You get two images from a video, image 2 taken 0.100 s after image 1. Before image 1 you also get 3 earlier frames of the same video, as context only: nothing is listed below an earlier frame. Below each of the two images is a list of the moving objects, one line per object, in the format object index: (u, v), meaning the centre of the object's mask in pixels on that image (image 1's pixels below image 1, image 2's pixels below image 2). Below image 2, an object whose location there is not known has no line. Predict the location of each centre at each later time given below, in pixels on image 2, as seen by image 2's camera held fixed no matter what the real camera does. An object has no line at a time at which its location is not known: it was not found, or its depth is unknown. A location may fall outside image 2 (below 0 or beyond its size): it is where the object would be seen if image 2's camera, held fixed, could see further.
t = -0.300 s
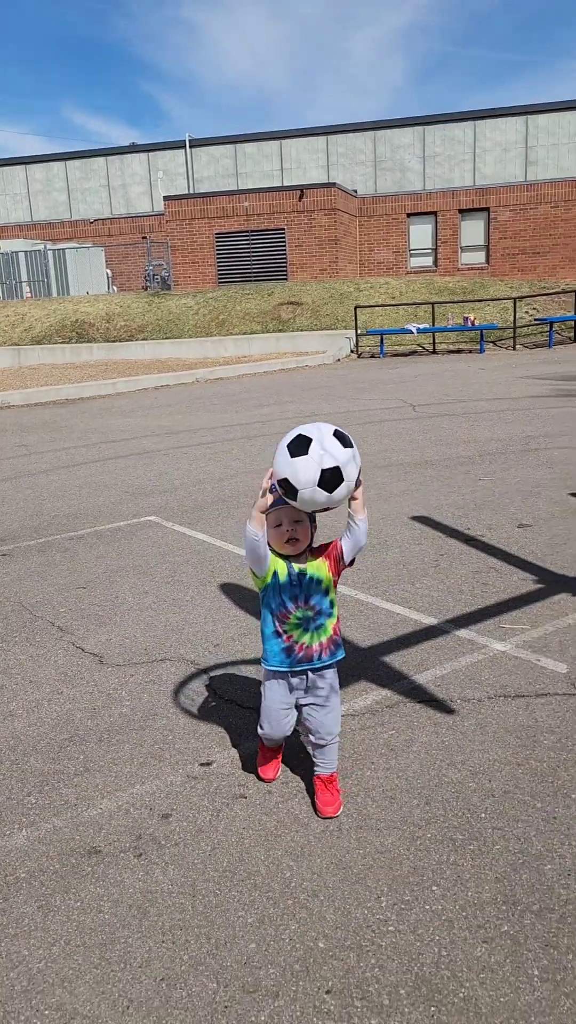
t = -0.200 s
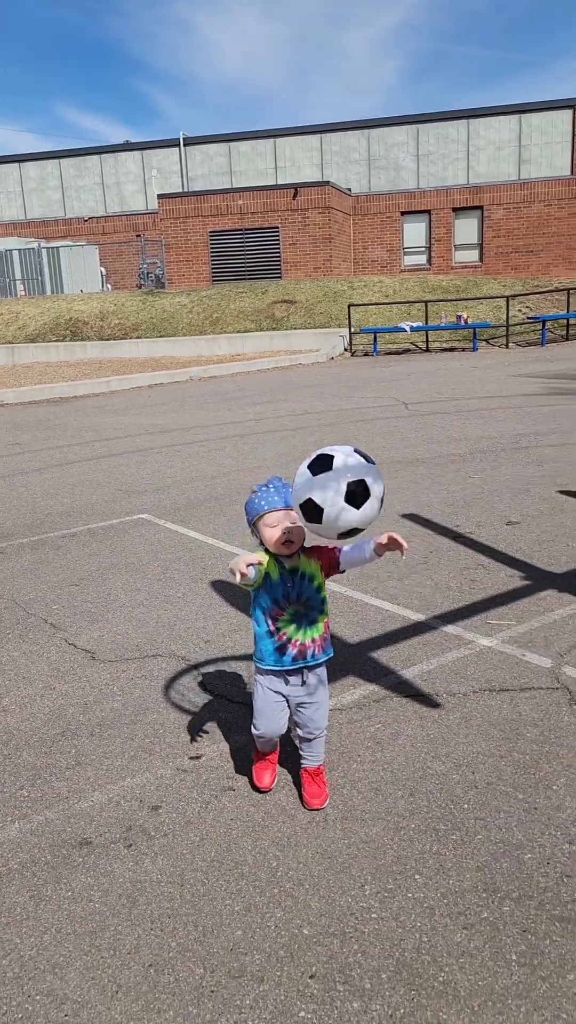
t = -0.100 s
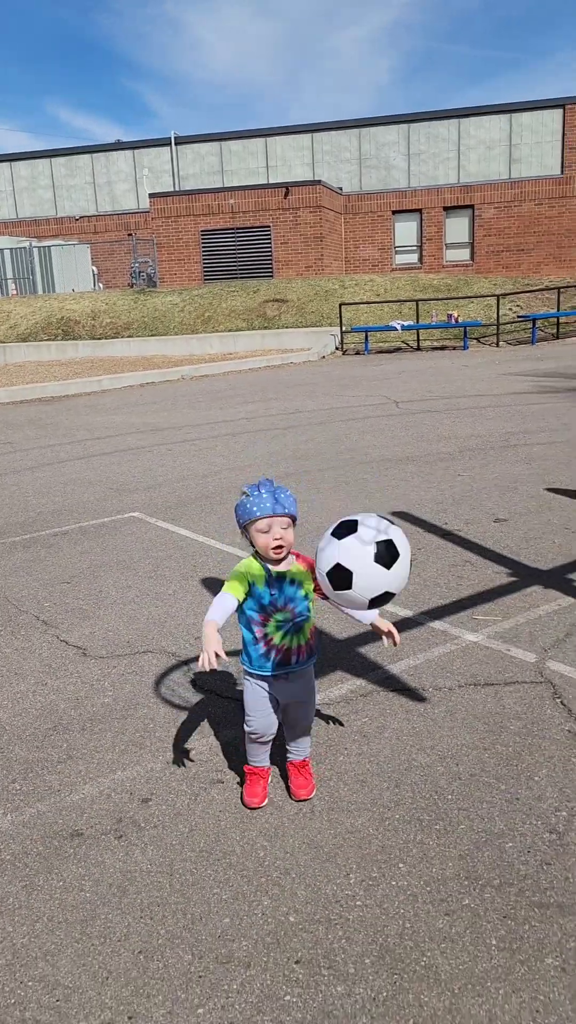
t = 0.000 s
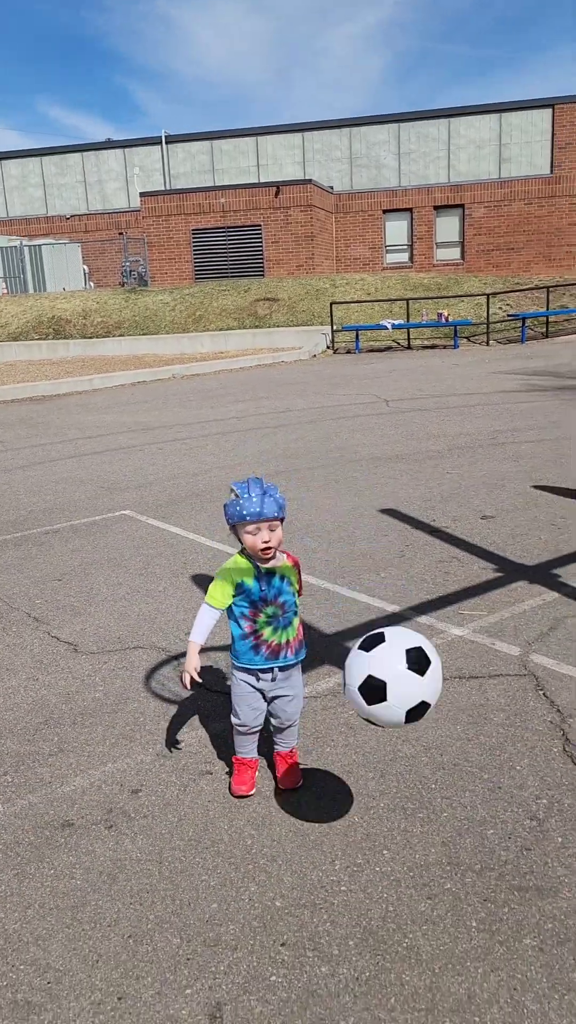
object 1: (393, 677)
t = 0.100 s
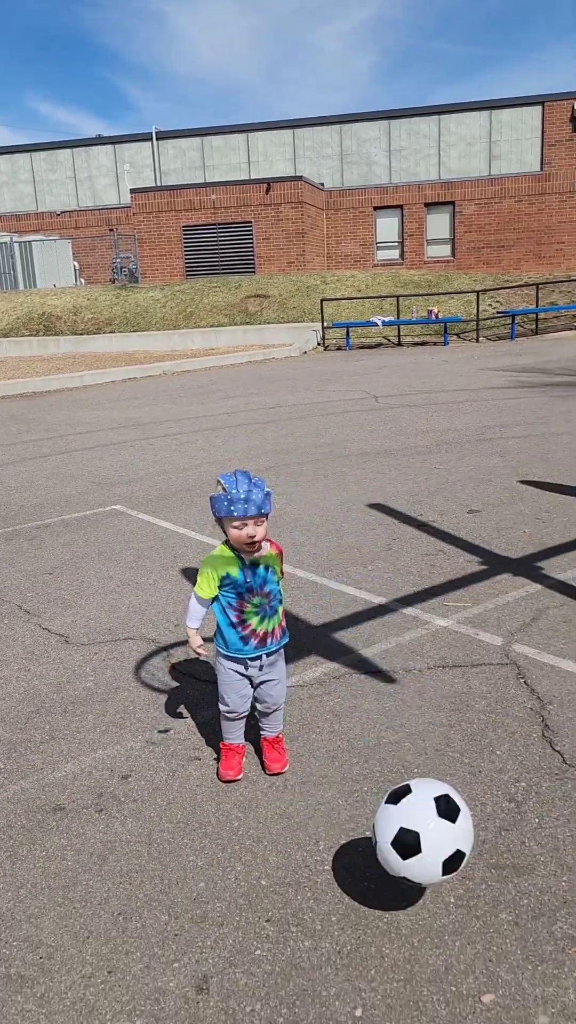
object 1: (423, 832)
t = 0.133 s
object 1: (440, 902)
